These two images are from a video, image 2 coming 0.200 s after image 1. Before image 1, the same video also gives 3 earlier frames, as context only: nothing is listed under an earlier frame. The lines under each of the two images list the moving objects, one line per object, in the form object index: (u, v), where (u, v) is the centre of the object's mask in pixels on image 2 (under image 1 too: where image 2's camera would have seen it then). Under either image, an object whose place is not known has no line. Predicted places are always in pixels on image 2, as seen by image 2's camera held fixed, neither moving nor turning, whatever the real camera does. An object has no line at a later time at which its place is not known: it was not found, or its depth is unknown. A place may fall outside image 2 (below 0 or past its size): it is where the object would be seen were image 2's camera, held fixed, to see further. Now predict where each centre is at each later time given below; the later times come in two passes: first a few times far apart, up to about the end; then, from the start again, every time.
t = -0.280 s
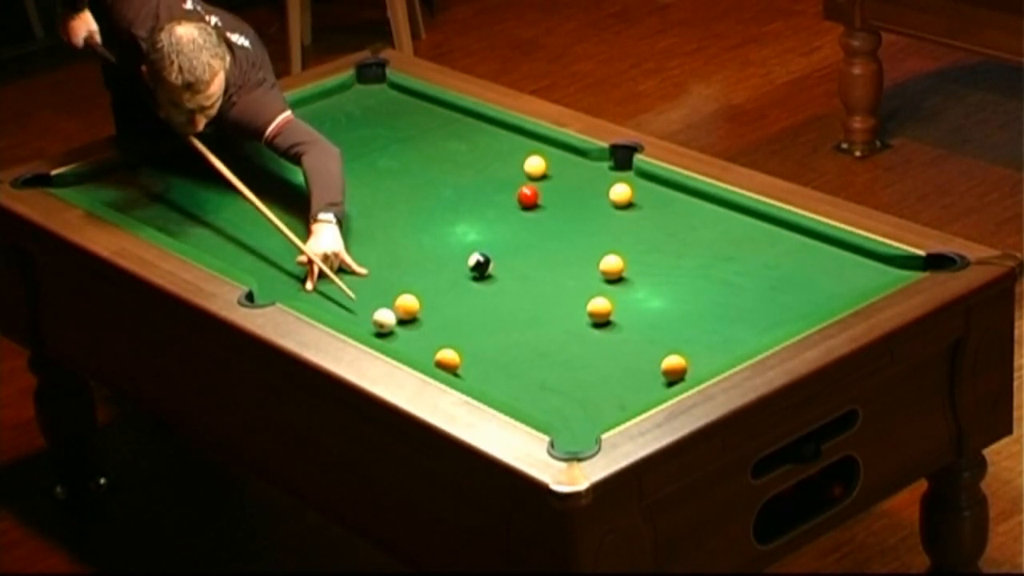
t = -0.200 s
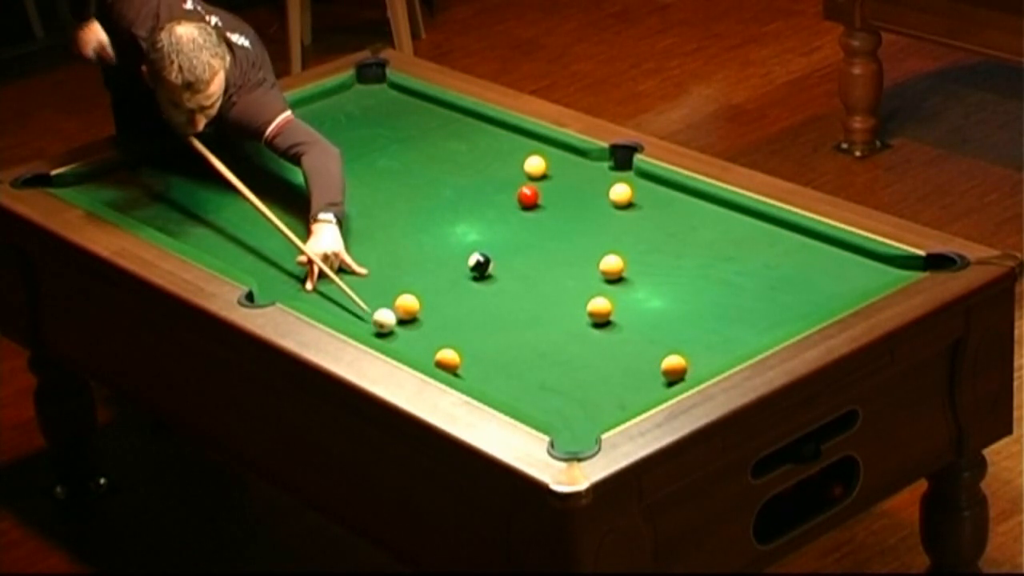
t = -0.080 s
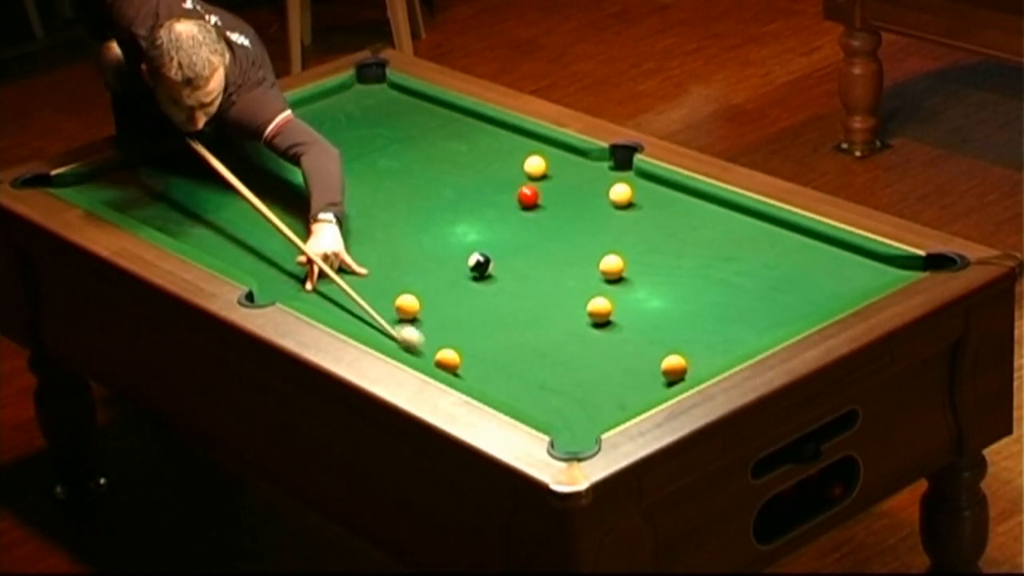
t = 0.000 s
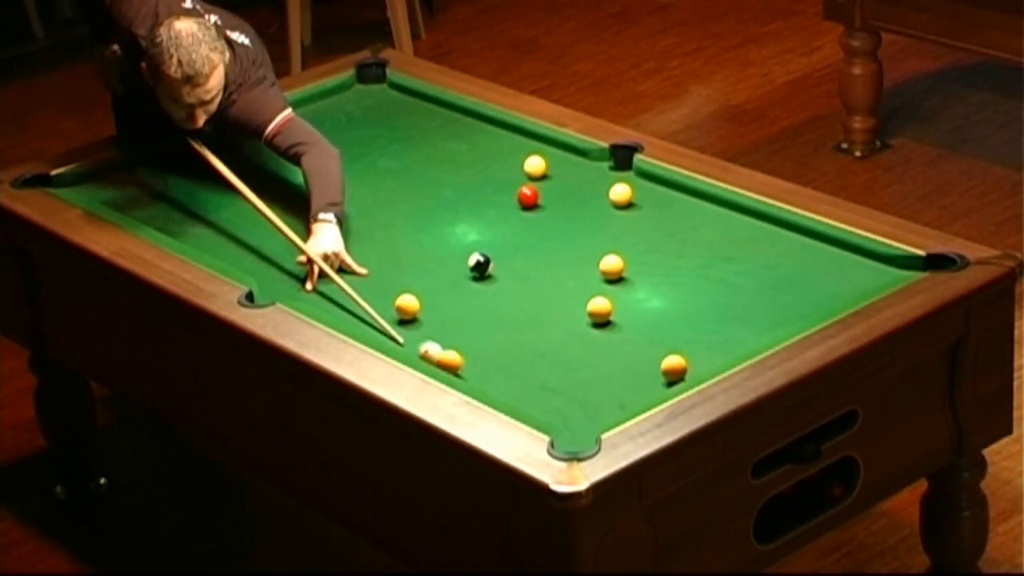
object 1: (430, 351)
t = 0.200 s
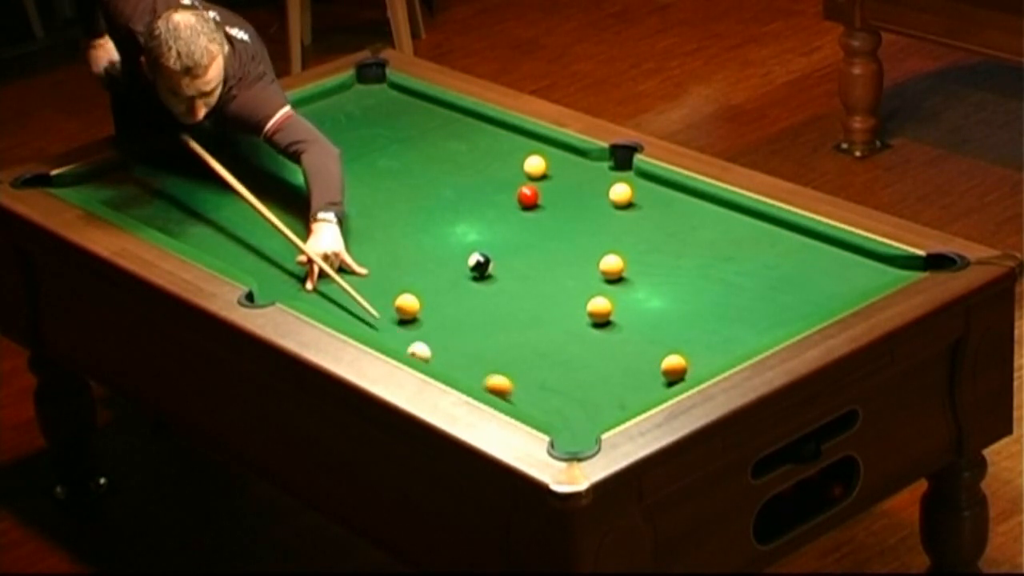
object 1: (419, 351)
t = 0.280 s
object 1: (419, 349)
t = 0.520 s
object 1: (418, 345)
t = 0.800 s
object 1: (418, 343)
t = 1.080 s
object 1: (418, 342)
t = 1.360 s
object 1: (418, 341)
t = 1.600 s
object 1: (418, 341)
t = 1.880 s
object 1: (418, 342)
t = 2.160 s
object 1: (418, 342)
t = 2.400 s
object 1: (418, 342)
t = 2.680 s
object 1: (418, 342)
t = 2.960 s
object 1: (418, 342)
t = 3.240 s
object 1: (418, 342)
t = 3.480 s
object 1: (418, 342)
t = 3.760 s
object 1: (418, 342)
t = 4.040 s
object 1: (418, 342)
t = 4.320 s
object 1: (418, 342)
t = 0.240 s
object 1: (419, 350)
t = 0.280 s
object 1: (419, 349)
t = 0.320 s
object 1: (418, 348)
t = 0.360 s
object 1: (418, 347)
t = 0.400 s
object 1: (418, 347)
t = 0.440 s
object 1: (418, 346)
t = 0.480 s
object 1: (418, 346)
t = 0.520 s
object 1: (418, 345)
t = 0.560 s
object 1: (417, 345)
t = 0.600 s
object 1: (417, 345)
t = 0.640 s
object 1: (418, 345)
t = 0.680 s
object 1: (418, 344)
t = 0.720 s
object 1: (417, 344)
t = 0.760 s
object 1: (417, 343)
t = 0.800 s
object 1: (418, 343)
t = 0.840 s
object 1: (418, 343)
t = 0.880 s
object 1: (417, 342)
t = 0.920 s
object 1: (418, 342)
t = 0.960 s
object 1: (417, 342)
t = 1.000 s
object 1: (418, 342)
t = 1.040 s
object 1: (418, 342)
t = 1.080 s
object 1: (418, 342)
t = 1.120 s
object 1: (418, 342)
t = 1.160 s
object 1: (418, 341)
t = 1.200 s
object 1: (418, 342)
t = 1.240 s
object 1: (418, 341)
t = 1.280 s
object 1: (418, 341)
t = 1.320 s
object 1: (418, 341)
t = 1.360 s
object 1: (418, 341)
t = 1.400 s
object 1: (418, 341)
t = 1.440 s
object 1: (418, 341)
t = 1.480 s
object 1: (418, 341)
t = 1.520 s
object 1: (418, 341)
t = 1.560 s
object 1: (418, 341)
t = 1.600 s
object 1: (418, 341)
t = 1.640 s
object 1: (418, 341)
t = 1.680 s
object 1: (418, 341)
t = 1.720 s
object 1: (418, 341)
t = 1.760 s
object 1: (418, 341)
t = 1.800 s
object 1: (418, 341)
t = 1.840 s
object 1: (418, 342)
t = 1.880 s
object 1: (418, 342)
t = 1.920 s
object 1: (418, 342)
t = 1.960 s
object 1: (418, 342)
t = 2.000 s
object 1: (418, 342)
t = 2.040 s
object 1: (418, 342)
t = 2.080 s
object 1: (418, 342)
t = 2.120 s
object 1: (418, 342)
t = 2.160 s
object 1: (418, 342)
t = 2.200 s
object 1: (418, 342)
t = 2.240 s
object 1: (418, 342)
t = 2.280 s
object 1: (418, 341)
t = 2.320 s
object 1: (418, 342)
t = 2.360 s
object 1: (418, 342)
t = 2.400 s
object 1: (418, 342)
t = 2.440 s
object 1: (418, 342)
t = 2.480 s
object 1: (418, 342)
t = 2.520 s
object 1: (418, 342)
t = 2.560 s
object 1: (418, 342)
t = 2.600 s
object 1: (418, 342)
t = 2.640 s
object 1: (418, 342)
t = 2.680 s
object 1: (418, 342)
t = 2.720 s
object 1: (418, 342)
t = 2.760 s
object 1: (418, 342)
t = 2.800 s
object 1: (418, 342)
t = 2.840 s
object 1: (418, 342)
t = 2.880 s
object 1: (418, 342)
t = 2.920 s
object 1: (418, 342)
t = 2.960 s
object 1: (418, 342)
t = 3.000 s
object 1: (418, 342)
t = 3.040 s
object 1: (418, 342)
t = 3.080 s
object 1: (418, 342)
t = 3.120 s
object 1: (418, 342)
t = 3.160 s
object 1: (418, 342)
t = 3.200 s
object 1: (418, 342)
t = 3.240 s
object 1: (418, 342)
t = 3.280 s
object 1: (418, 342)
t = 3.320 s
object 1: (418, 342)
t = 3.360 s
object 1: (418, 342)
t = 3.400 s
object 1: (418, 342)
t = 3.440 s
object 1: (418, 342)
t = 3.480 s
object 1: (418, 342)
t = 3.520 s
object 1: (418, 342)
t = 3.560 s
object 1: (418, 342)
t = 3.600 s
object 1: (418, 342)
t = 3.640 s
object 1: (418, 342)
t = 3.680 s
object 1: (418, 342)
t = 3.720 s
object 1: (418, 342)
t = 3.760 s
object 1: (418, 342)
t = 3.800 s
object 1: (418, 342)
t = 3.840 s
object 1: (418, 342)
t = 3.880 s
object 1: (418, 342)
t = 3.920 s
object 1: (418, 342)
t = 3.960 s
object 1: (418, 342)
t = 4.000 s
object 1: (418, 342)
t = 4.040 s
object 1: (418, 342)
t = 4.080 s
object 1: (418, 342)
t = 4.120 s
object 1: (418, 342)
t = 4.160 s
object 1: (418, 342)
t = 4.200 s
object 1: (418, 342)
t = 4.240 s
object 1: (418, 342)
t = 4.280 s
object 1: (418, 342)
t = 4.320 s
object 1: (418, 342)
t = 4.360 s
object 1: (418, 342)
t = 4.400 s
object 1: (418, 342)
